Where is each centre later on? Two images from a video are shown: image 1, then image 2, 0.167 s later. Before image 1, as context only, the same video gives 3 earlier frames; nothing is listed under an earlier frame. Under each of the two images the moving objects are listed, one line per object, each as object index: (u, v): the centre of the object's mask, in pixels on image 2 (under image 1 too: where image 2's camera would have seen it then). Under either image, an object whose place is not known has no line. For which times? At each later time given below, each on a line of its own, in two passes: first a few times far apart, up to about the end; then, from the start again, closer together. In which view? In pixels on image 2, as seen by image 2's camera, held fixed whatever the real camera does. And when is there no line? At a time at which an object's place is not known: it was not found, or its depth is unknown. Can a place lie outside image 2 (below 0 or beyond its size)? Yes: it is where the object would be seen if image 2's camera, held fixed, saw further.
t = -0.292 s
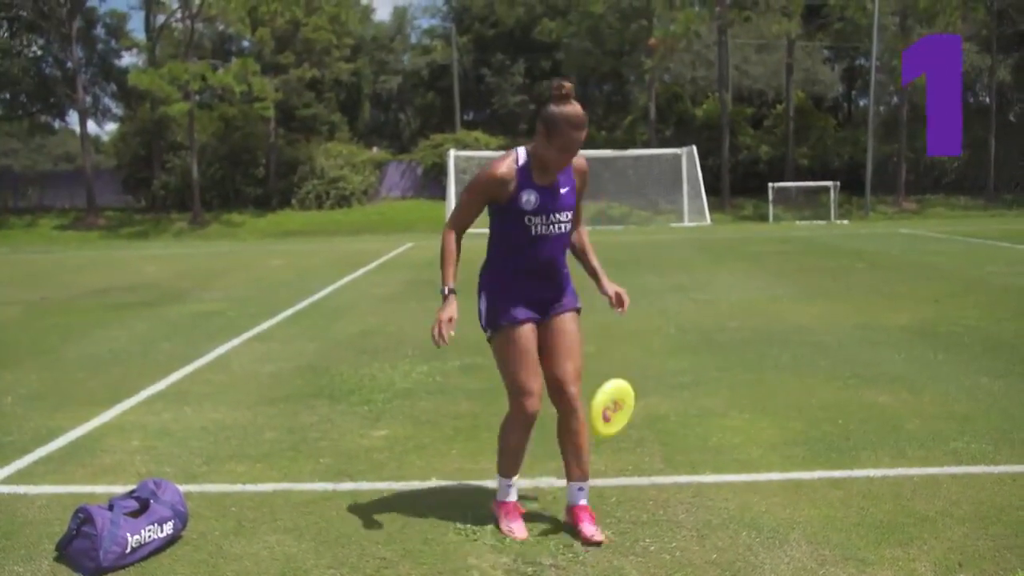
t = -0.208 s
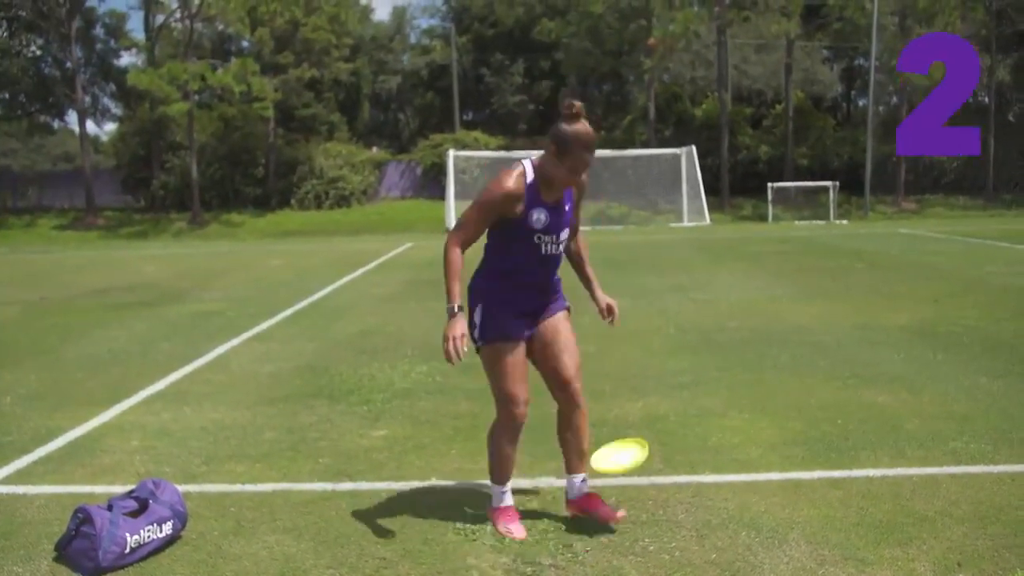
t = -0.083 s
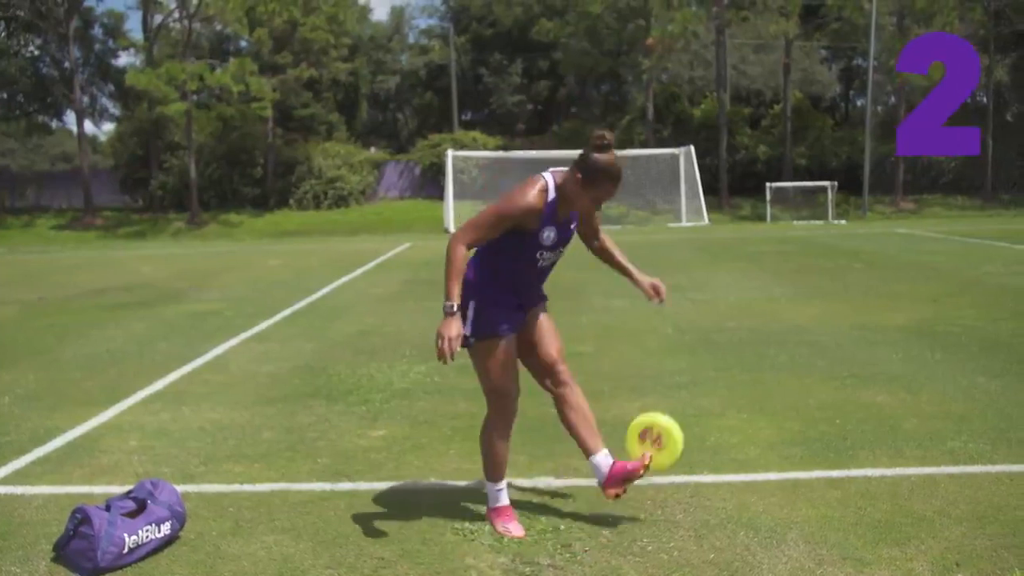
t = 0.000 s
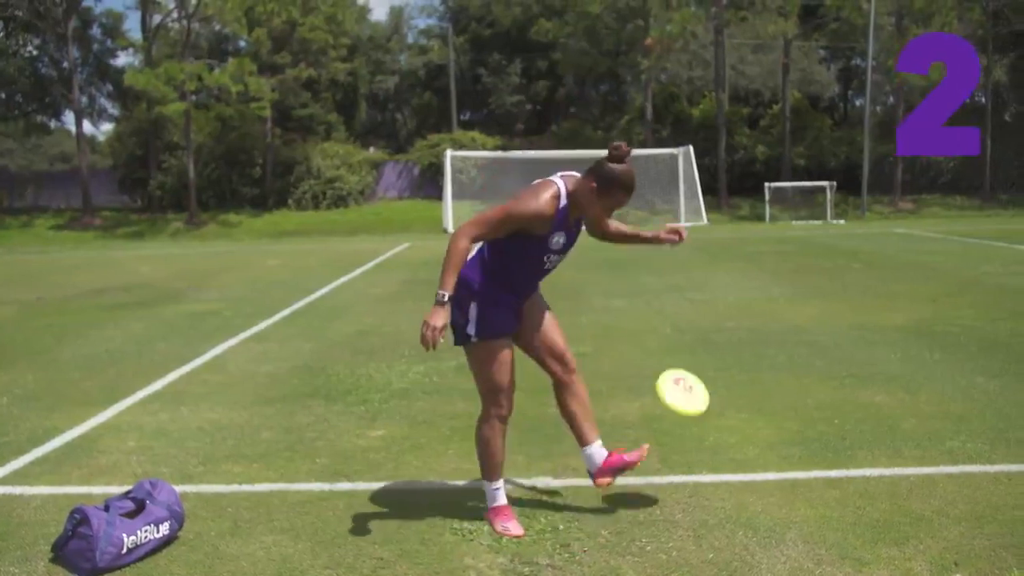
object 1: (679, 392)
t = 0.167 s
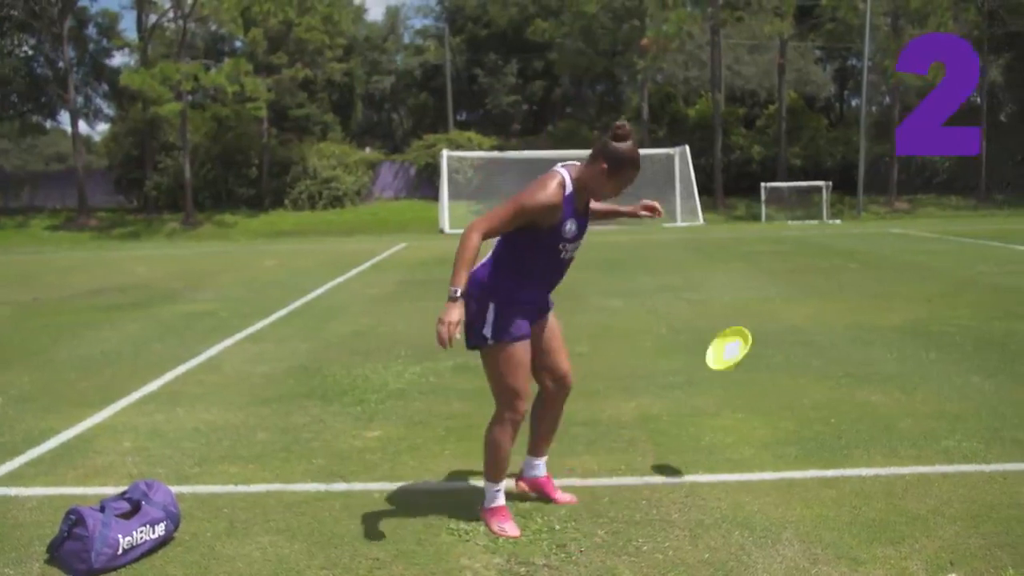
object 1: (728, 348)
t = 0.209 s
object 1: (739, 347)
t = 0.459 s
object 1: (787, 410)
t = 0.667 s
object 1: (764, 399)
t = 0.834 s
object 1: (731, 400)
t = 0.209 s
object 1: (739, 347)
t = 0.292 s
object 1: (758, 357)
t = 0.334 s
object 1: (765, 366)
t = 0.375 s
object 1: (773, 377)
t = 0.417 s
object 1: (780, 393)
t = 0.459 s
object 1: (787, 410)
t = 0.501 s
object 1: (794, 424)
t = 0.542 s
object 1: (790, 420)
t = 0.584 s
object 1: (782, 410)
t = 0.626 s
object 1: (773, 403)
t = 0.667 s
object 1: (764, 399)
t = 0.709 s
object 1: (755, 398)
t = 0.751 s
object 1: (747, 400)
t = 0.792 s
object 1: (739, 402)
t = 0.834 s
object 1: (731, 400)
